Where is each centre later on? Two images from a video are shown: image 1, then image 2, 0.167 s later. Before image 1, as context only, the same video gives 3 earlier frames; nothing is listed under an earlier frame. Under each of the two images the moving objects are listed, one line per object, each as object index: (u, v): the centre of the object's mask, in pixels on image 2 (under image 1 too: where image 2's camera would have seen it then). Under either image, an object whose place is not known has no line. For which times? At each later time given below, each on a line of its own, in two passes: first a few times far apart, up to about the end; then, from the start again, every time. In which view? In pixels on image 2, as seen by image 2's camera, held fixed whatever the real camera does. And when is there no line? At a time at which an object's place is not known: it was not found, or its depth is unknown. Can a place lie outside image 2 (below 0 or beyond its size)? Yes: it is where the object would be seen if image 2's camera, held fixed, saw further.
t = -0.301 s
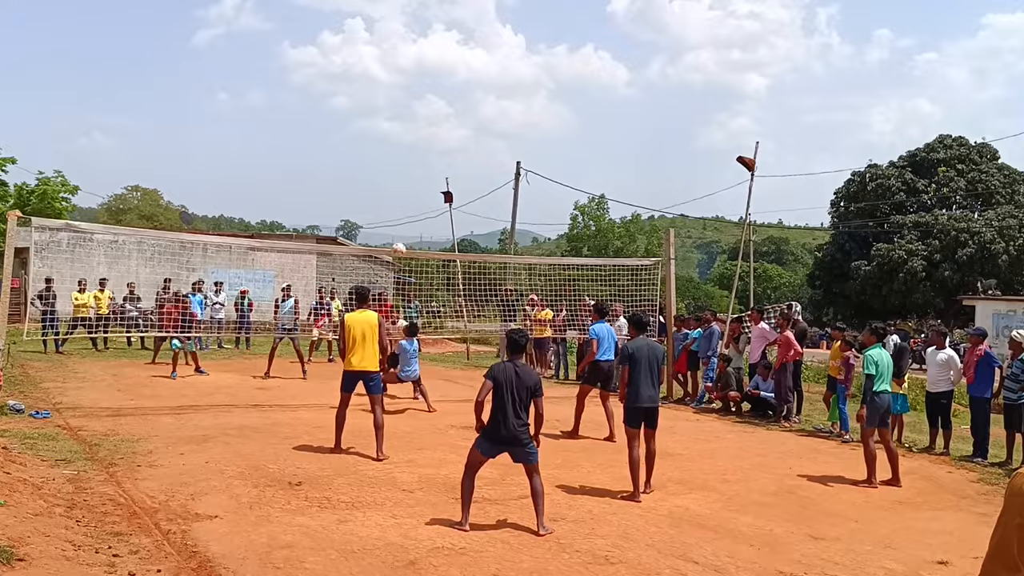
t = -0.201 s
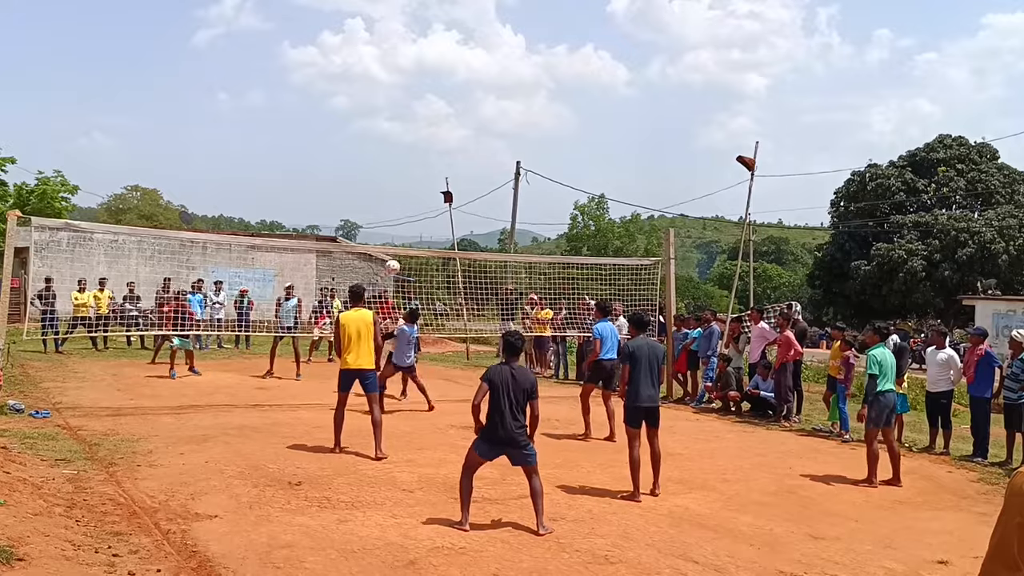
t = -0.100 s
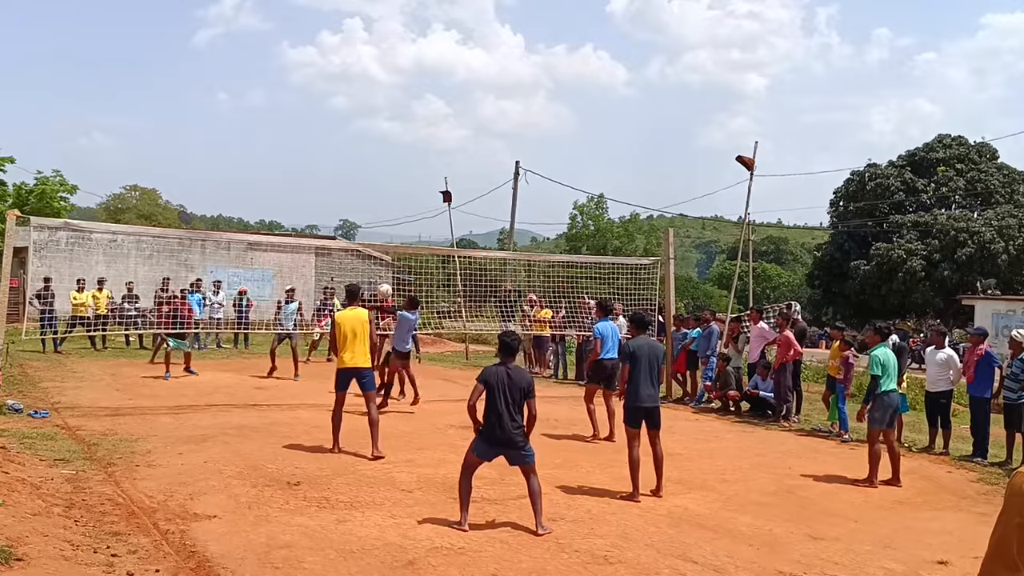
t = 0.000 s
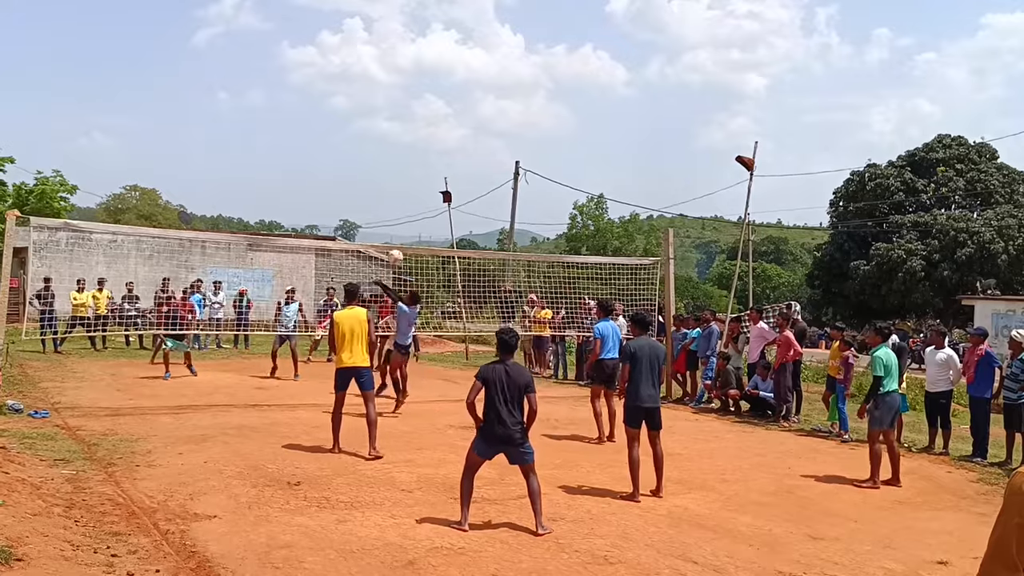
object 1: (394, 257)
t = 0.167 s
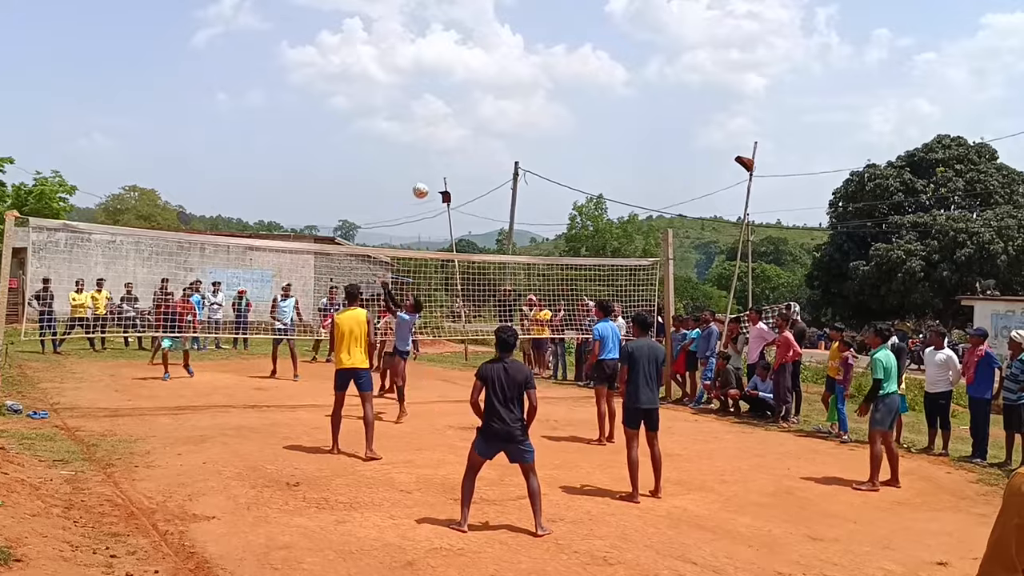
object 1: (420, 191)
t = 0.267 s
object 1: (434, 159)
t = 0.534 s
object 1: (470, 108)
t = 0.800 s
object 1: (506, 111)
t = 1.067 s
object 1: (540, 173)
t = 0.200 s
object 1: (425, 179)
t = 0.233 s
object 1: (429, 168)
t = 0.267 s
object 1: (434, 159)
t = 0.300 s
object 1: (438, 149)
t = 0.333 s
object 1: (443, 140)
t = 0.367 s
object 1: (448, 133)
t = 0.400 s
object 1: (452, 126)
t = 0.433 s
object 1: (457, 121)
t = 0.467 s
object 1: (462, 115)
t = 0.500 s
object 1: (466, 111)
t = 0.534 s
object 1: (470, 108)
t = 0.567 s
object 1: (475, 105)
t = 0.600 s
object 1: (479, 103)
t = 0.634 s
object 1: (483, 102)
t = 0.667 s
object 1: (488, 101)
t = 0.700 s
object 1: (492, 102)
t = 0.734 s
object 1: (497, 105)
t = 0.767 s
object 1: (502, 107)
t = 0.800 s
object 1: (506, 111)
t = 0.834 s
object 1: (510, 116)
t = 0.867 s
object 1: (514, 121)
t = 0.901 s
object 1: (518, 127)
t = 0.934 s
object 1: (523, 135)
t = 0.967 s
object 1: (527, 143)
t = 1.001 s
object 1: (530, 152)
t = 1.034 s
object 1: (535, 162)
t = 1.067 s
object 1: (540, 173)
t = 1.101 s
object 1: (544, 186)
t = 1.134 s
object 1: (548, 200)
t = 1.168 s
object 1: (551, 214)
